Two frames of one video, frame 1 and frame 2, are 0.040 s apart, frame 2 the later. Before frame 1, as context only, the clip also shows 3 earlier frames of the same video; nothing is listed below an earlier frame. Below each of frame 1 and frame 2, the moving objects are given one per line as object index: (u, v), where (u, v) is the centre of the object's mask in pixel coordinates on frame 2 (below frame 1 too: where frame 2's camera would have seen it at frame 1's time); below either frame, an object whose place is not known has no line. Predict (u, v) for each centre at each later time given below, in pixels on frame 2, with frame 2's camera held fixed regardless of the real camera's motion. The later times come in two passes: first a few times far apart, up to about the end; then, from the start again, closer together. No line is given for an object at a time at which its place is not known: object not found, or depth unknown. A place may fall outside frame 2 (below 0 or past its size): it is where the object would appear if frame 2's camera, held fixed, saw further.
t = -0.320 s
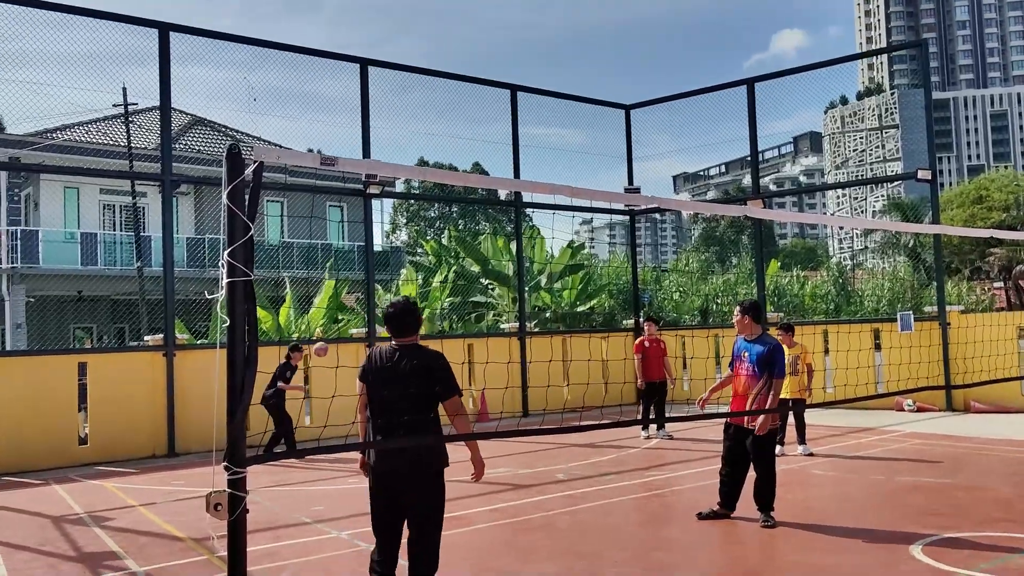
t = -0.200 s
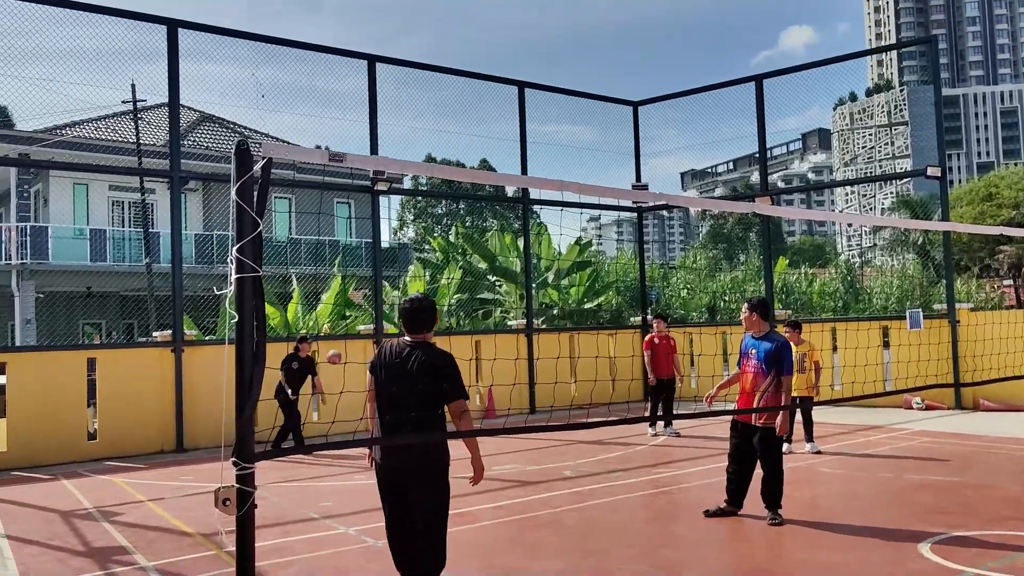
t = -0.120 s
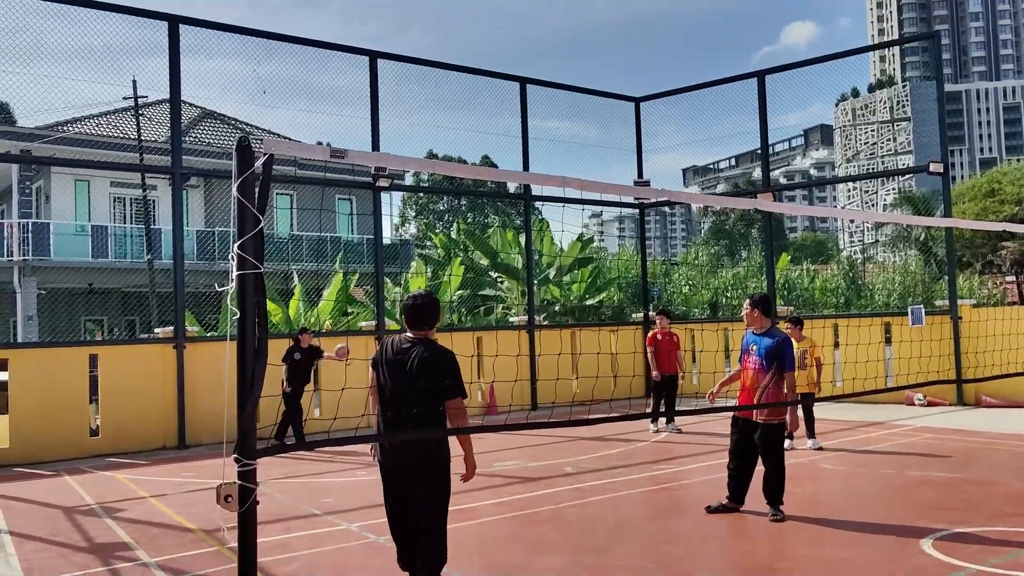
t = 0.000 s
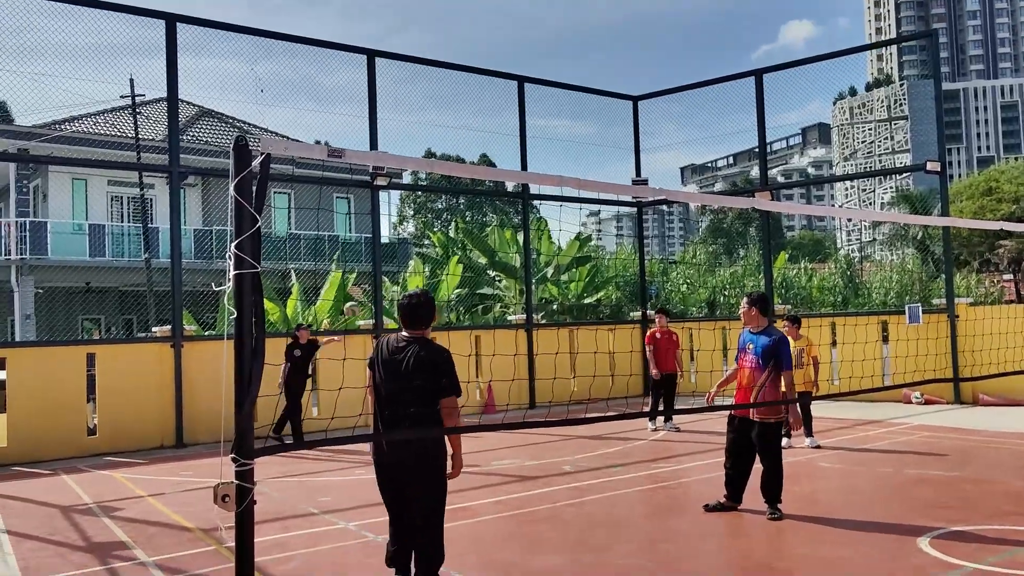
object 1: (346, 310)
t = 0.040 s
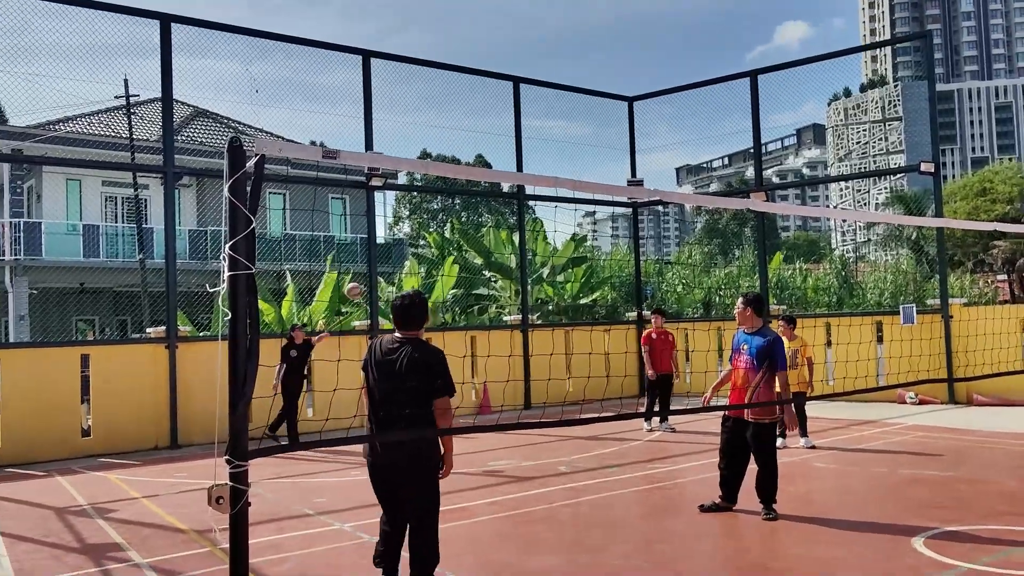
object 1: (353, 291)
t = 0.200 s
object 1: (381, 219)
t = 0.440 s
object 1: (433, 132)
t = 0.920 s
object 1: (641, 123)
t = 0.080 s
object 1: (360, 272)
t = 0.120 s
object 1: (367, 254)
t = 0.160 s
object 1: (375, 237)
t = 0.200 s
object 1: (381, 219)
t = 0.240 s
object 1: (390, 203)
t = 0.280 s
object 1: (397, 186)
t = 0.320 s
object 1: (405, 177)
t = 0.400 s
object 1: (423, 146)
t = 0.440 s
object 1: (433, 132)
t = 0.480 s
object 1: (443, 121)
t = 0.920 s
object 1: (641, 123)
